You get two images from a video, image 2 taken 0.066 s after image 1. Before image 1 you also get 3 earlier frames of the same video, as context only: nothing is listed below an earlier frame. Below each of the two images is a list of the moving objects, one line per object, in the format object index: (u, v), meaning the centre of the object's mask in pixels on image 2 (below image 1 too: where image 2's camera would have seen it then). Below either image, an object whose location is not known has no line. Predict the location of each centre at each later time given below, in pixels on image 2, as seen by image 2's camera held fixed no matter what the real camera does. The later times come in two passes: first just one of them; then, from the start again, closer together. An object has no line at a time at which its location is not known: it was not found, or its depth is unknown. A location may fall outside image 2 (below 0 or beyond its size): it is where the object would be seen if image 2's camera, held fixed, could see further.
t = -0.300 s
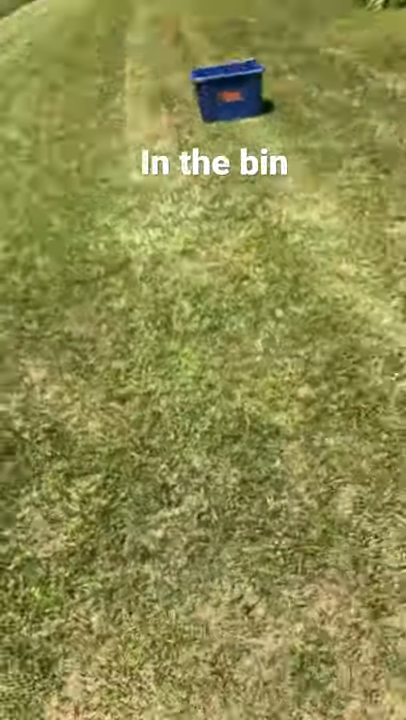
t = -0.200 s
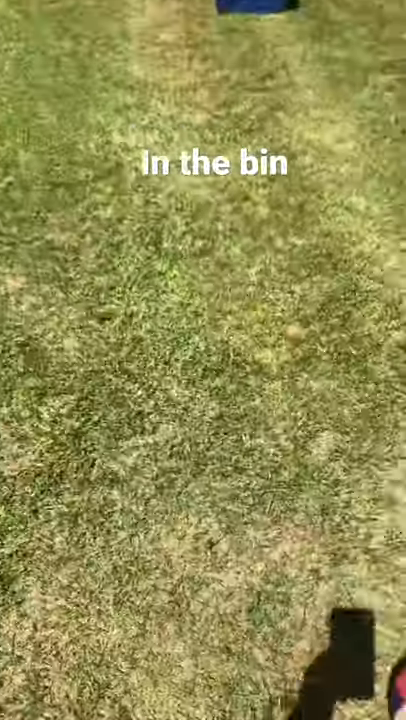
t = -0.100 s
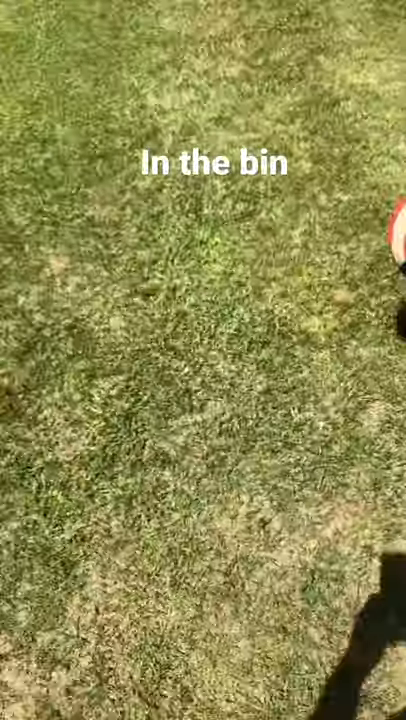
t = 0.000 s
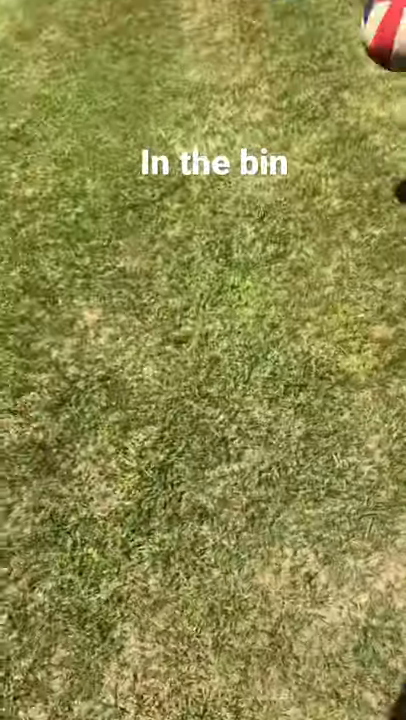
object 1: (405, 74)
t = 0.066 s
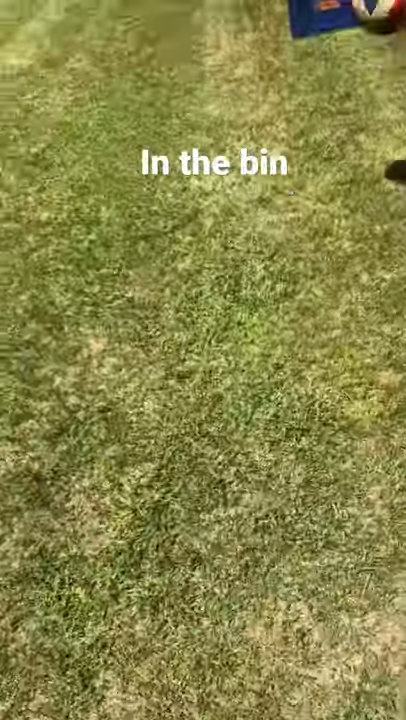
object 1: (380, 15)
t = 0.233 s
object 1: (330, -49)
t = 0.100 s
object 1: (363, -14)
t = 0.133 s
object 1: (340, -37)
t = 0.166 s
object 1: (330, -46)
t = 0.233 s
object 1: (330, -49)
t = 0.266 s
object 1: (322, -53)
